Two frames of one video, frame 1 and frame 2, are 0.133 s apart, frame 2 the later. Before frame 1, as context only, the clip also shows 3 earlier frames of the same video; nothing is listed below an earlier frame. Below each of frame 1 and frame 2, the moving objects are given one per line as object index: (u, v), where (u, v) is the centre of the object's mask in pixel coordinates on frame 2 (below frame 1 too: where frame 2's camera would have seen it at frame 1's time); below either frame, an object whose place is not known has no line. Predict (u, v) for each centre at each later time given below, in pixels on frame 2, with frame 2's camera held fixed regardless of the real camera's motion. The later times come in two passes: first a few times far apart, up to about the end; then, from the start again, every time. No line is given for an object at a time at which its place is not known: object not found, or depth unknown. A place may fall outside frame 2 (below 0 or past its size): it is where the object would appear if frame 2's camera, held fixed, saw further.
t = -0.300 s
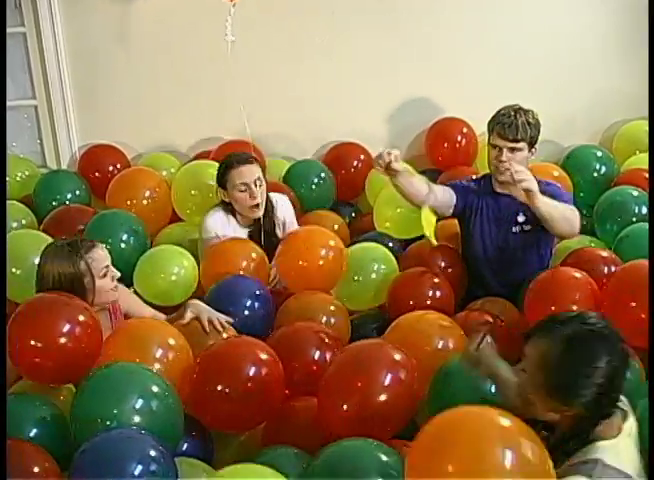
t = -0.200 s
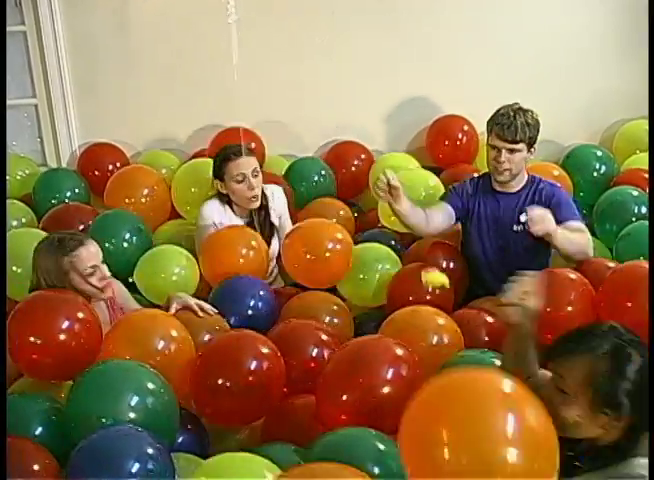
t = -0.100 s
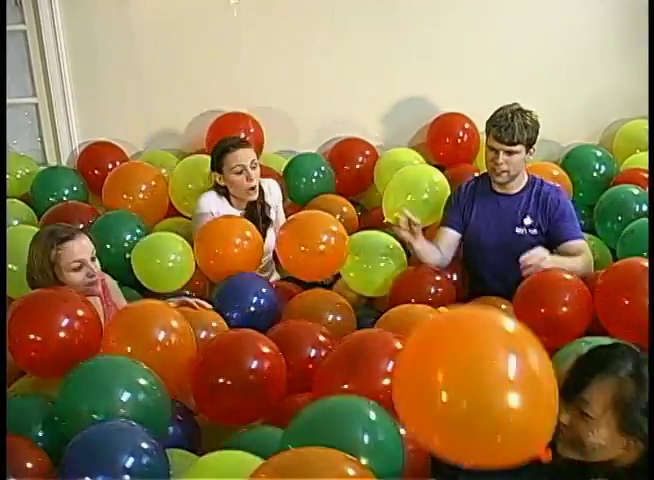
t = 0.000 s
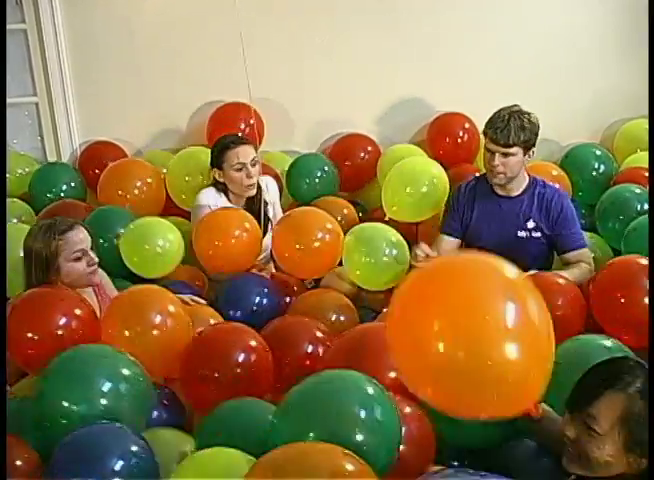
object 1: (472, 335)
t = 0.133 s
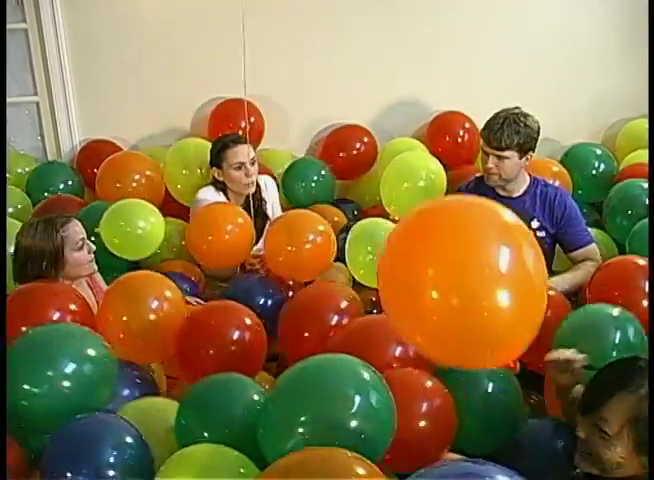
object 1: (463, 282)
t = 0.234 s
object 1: (445, 256)
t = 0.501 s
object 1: (442, 252)
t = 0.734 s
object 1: (431, 311)
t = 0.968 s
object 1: (415, 369)
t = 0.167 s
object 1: (459, 273)
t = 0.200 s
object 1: (446, 263)
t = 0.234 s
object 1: (445, 256)
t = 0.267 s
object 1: (443, 250)
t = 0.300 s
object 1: (447, 247)
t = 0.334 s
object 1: (447, 245)
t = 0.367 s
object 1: (446, 244)
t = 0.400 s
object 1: (445, 244)
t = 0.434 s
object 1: (444, 245)
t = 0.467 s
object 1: (442, 248)
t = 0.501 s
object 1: (442, 252)
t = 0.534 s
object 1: (440, 257)
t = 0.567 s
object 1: (439, 263)
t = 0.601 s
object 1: (437, 271)
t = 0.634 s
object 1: (436, 279)
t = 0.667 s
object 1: (434, 289)
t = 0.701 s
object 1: (432, 300)
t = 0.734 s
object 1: (431, 311)
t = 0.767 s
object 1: (429, 323)
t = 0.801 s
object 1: (427, 337)
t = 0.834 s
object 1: (425, 351)
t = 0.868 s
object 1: (423, 366)
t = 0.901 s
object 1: (421, 374)
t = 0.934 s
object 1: (418, 371)
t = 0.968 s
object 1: (415, 369)
